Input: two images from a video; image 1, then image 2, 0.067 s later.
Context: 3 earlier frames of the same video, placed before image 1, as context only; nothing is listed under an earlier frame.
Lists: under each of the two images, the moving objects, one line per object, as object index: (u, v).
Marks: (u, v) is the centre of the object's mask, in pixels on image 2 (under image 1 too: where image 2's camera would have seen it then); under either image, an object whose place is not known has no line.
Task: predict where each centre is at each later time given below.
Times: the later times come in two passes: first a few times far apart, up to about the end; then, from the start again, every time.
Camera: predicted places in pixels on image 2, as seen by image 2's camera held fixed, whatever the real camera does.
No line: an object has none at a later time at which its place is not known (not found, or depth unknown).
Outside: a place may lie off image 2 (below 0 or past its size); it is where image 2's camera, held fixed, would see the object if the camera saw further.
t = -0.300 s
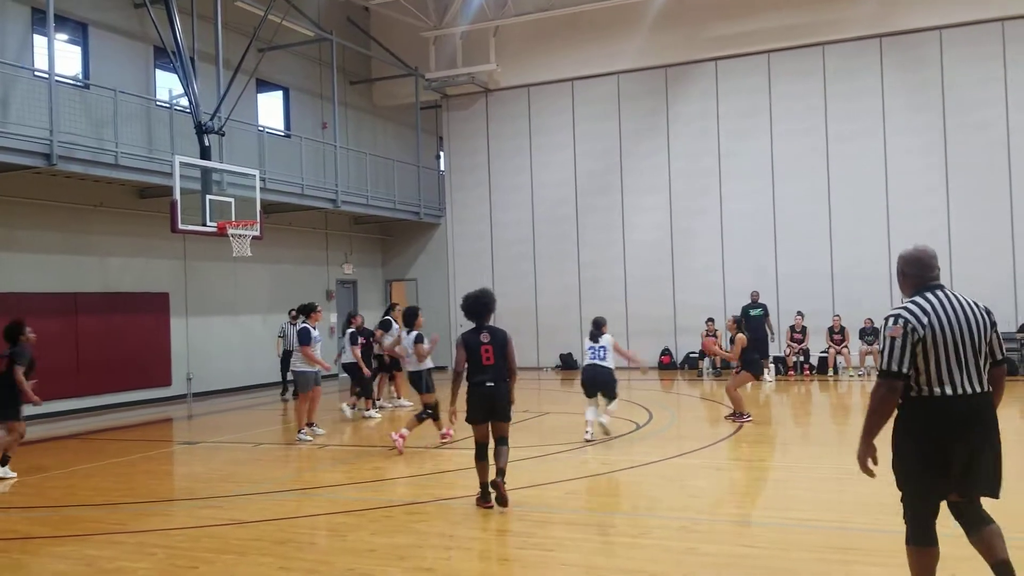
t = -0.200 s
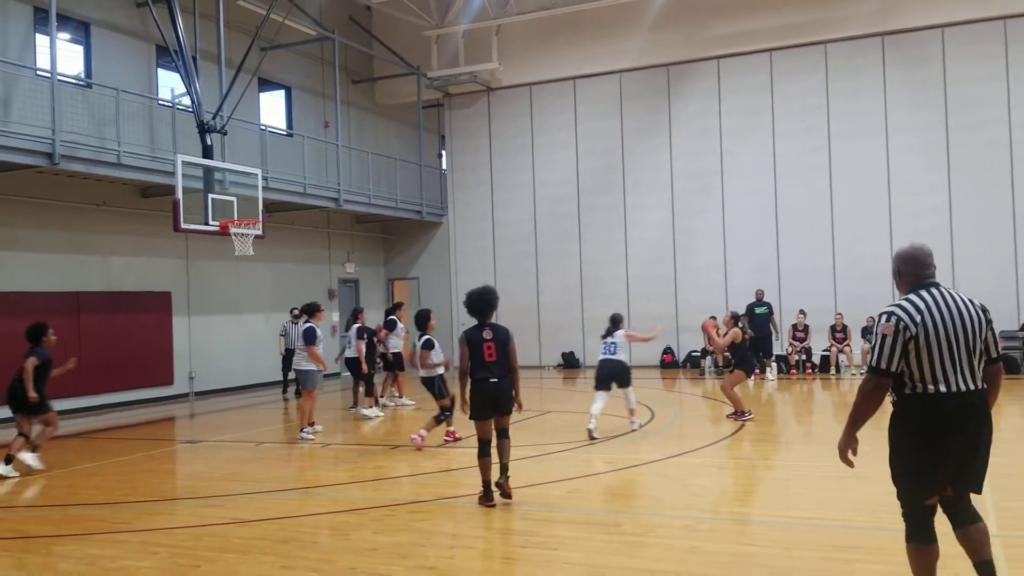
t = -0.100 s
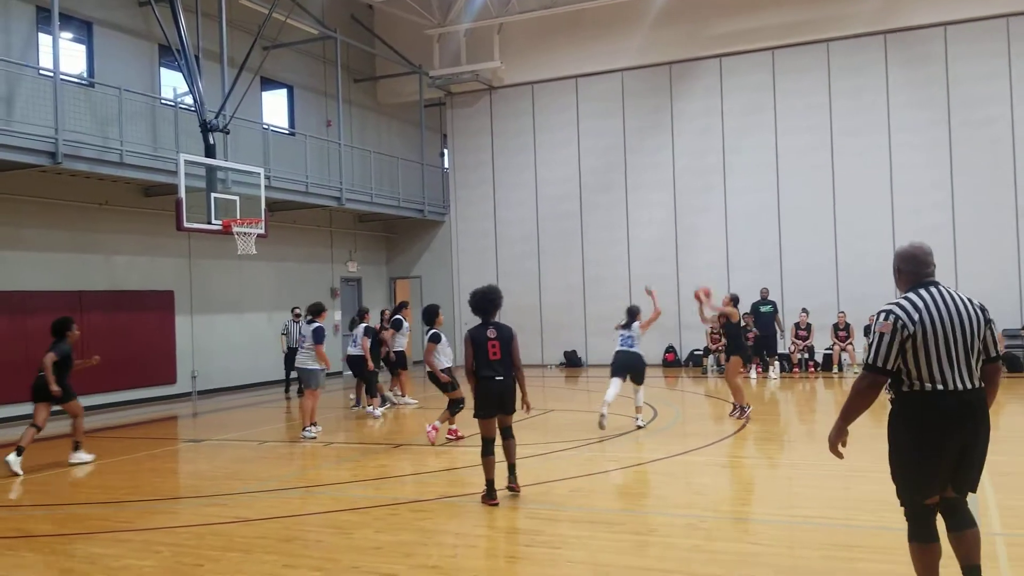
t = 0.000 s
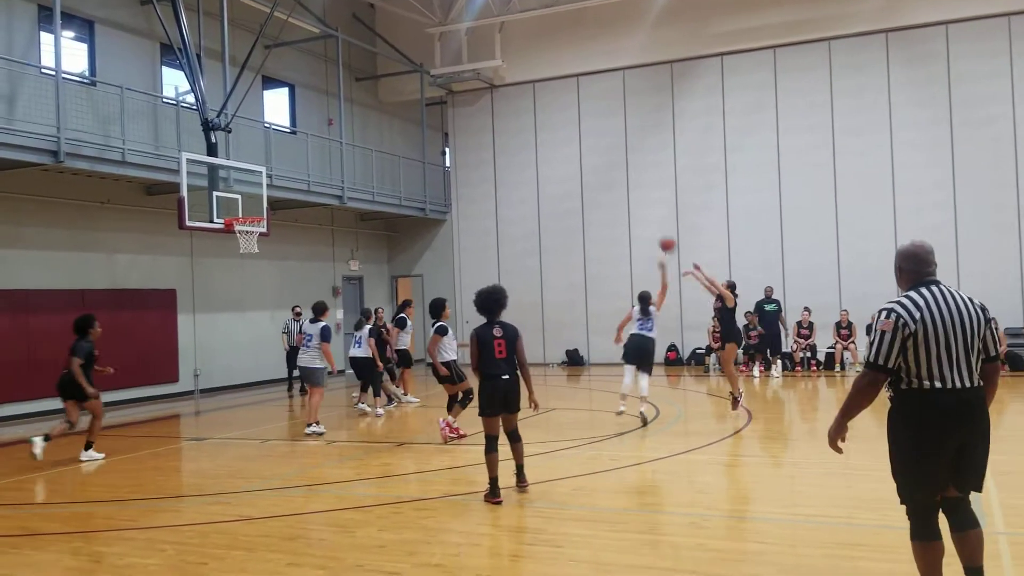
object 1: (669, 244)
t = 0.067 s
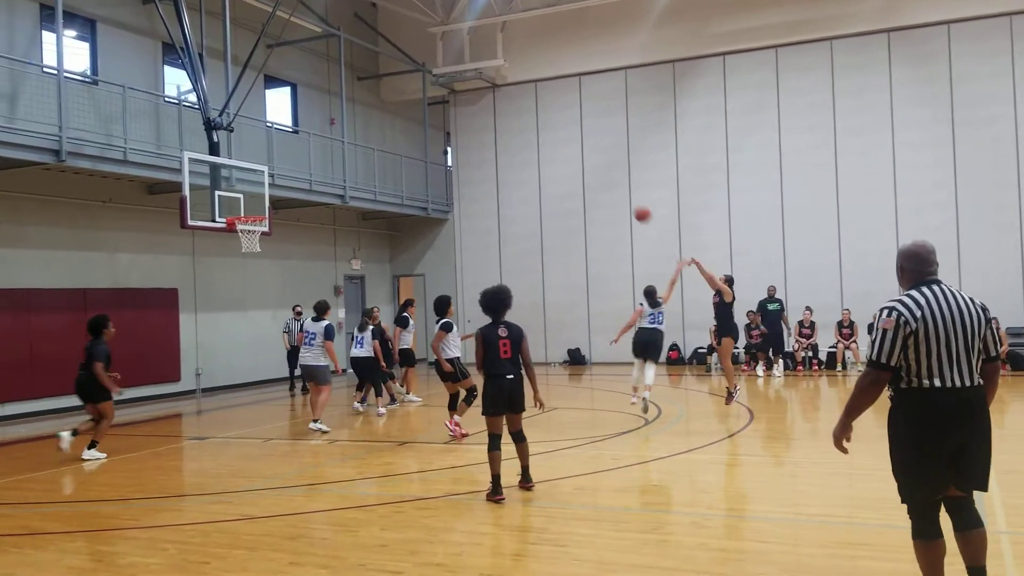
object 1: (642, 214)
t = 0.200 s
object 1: (591, 167)
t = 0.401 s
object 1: (517, 120)
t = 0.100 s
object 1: (629, 201)
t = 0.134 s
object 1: (617, 188)
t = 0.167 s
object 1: (603, 177)
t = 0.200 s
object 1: (591, 167)
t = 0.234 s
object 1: (578, 157)
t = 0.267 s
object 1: (565, 147)
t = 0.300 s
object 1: (553, 139)
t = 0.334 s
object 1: (541, 131)
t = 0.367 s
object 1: (529, 125)
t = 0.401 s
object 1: (517, 120)
